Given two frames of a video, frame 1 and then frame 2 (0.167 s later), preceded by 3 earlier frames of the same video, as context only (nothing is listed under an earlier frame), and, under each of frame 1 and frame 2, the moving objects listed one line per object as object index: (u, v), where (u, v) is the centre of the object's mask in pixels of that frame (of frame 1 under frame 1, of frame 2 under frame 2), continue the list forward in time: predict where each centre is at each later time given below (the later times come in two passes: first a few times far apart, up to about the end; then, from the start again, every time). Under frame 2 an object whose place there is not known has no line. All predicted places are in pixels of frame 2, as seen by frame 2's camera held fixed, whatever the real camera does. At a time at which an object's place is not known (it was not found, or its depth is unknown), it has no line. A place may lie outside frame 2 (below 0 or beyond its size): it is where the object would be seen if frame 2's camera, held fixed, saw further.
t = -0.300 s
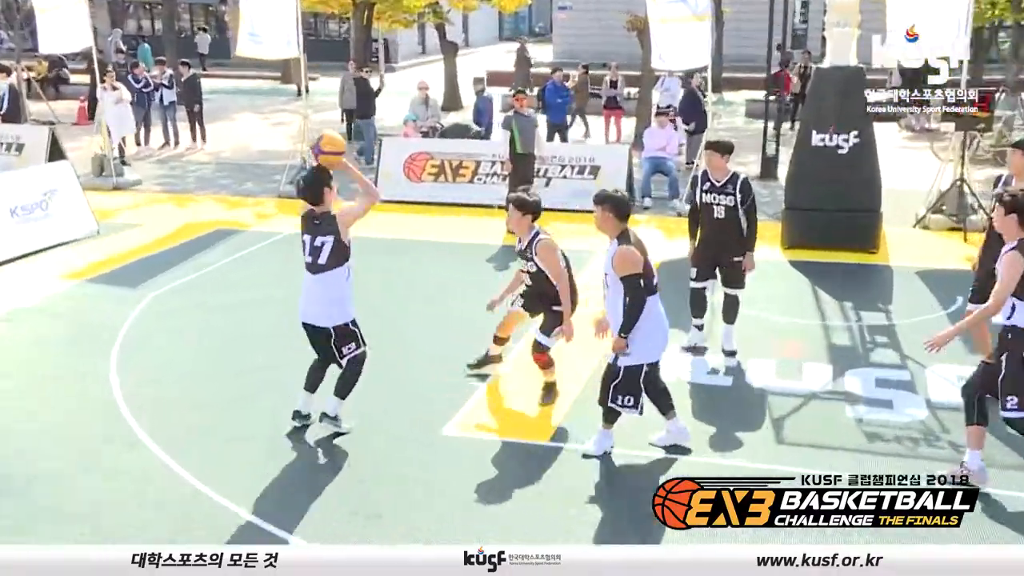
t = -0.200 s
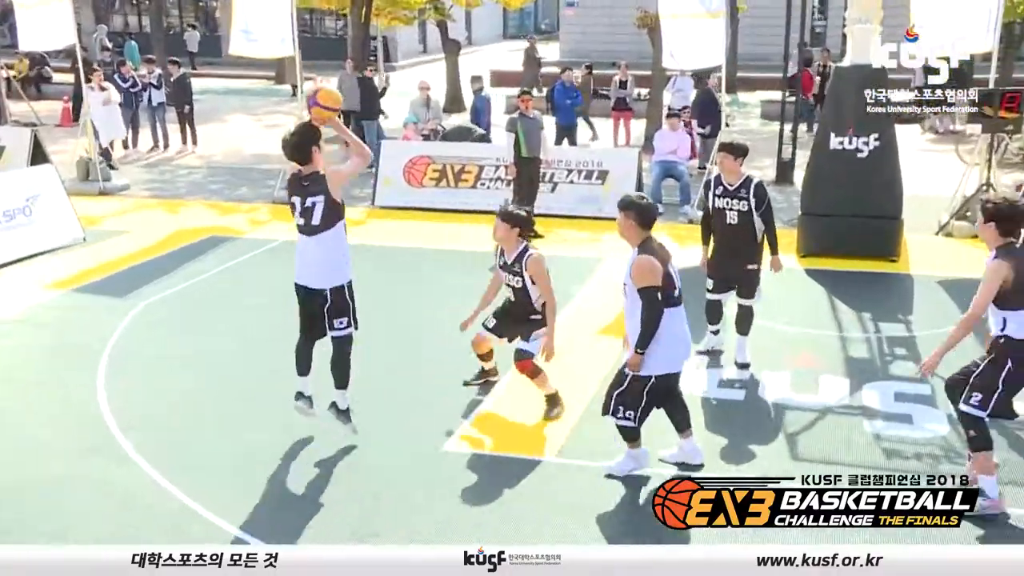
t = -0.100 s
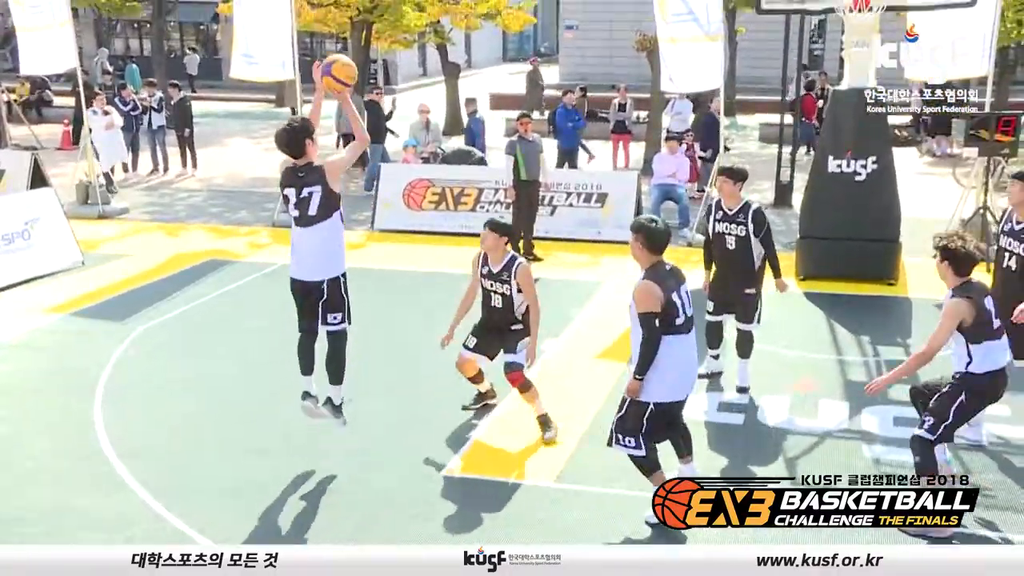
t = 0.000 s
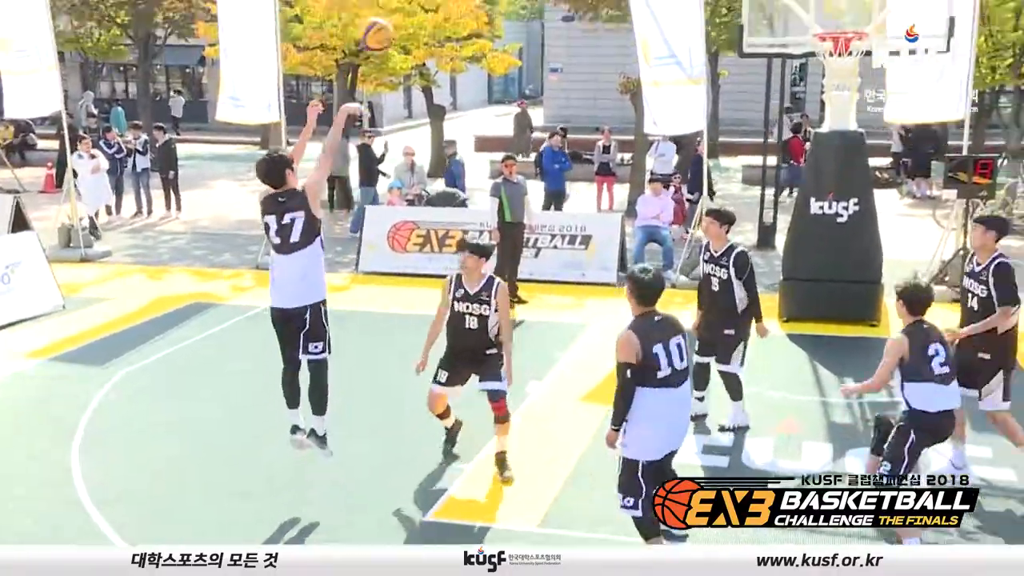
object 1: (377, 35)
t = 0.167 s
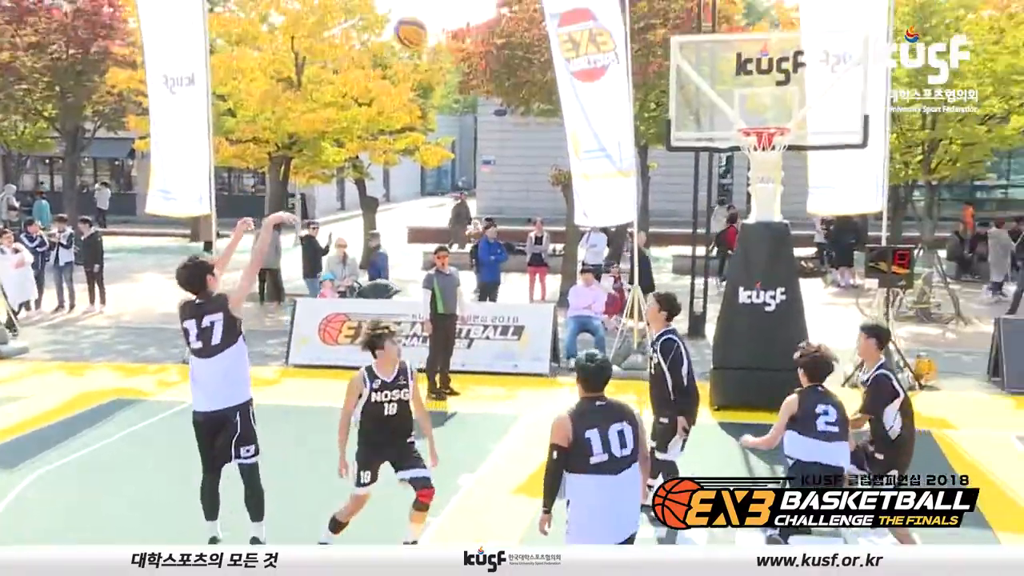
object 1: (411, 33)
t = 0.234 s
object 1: (445, 8)
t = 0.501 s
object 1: (574, -19)
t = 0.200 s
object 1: (428, 19)
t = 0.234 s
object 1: (445, 8)
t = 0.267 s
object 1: (464, -2)
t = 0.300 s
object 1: (480, -9)
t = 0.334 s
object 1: (497, -16)
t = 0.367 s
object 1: (514, -18)
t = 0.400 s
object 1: (530, -19)
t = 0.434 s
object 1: (545, -21)
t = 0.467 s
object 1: (560, -22)
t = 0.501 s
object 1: (574, -19)
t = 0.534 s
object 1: (588, -16)
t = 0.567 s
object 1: (601, -11)
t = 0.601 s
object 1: (615, -5)
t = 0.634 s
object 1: (629, 2)
